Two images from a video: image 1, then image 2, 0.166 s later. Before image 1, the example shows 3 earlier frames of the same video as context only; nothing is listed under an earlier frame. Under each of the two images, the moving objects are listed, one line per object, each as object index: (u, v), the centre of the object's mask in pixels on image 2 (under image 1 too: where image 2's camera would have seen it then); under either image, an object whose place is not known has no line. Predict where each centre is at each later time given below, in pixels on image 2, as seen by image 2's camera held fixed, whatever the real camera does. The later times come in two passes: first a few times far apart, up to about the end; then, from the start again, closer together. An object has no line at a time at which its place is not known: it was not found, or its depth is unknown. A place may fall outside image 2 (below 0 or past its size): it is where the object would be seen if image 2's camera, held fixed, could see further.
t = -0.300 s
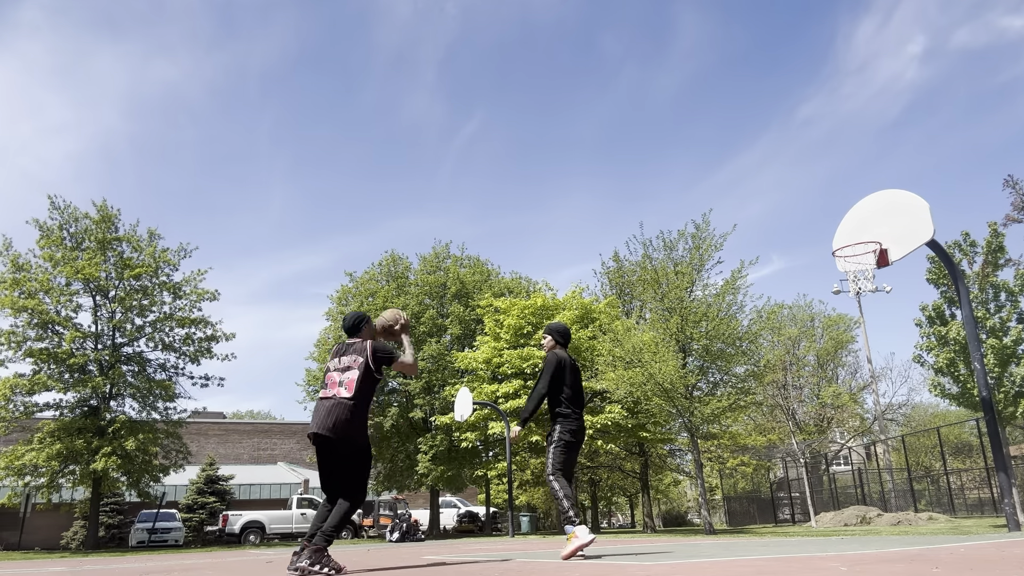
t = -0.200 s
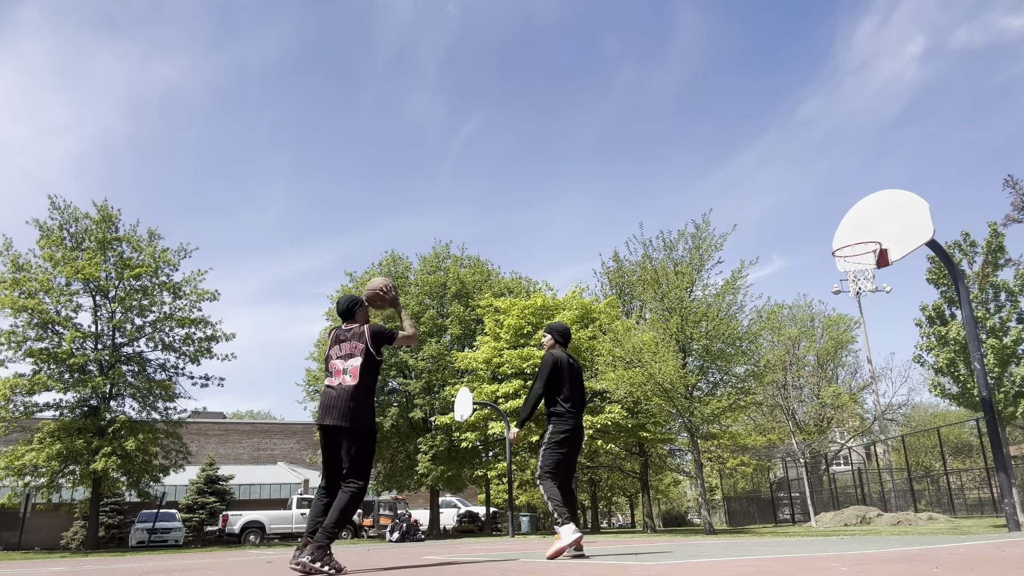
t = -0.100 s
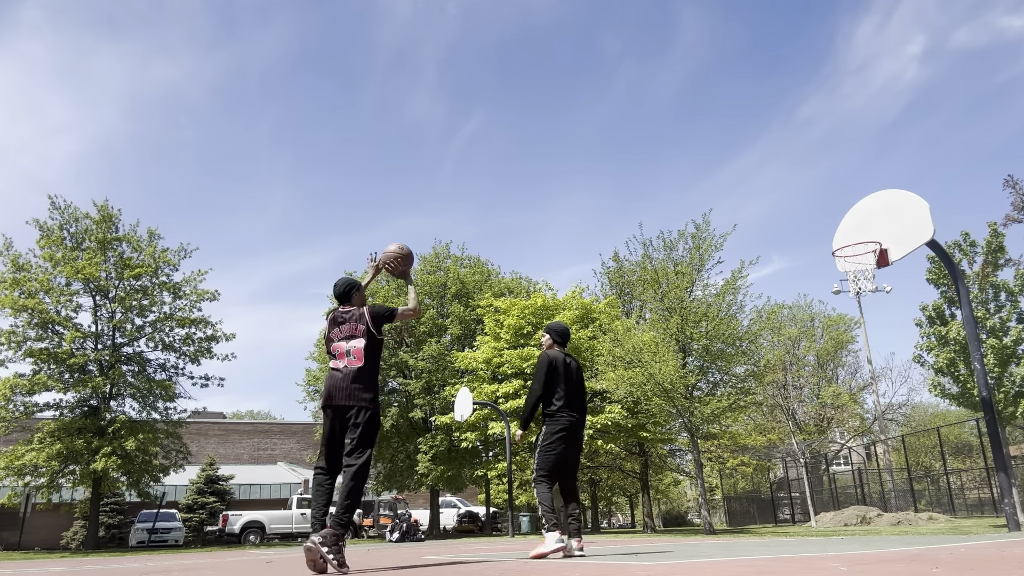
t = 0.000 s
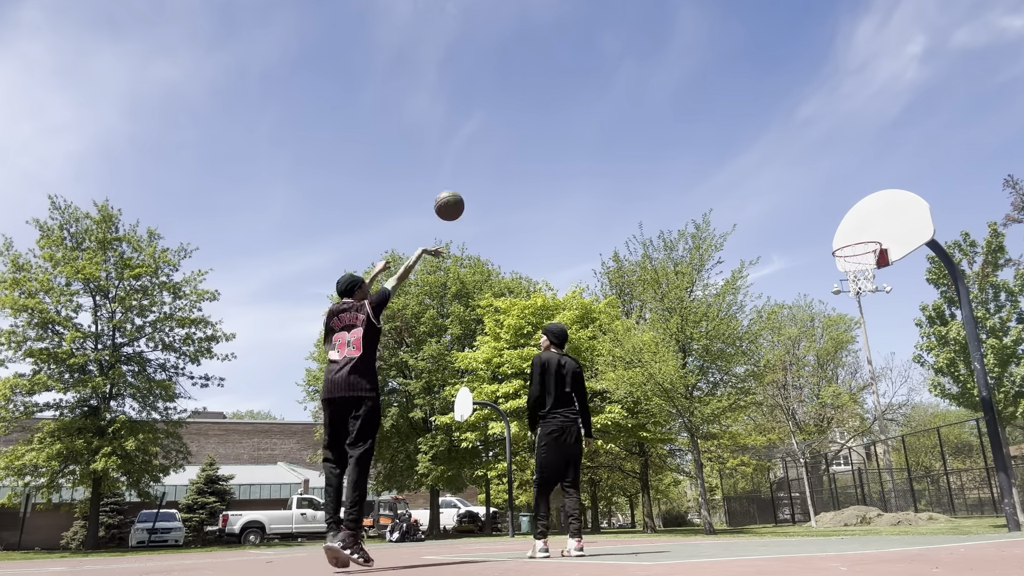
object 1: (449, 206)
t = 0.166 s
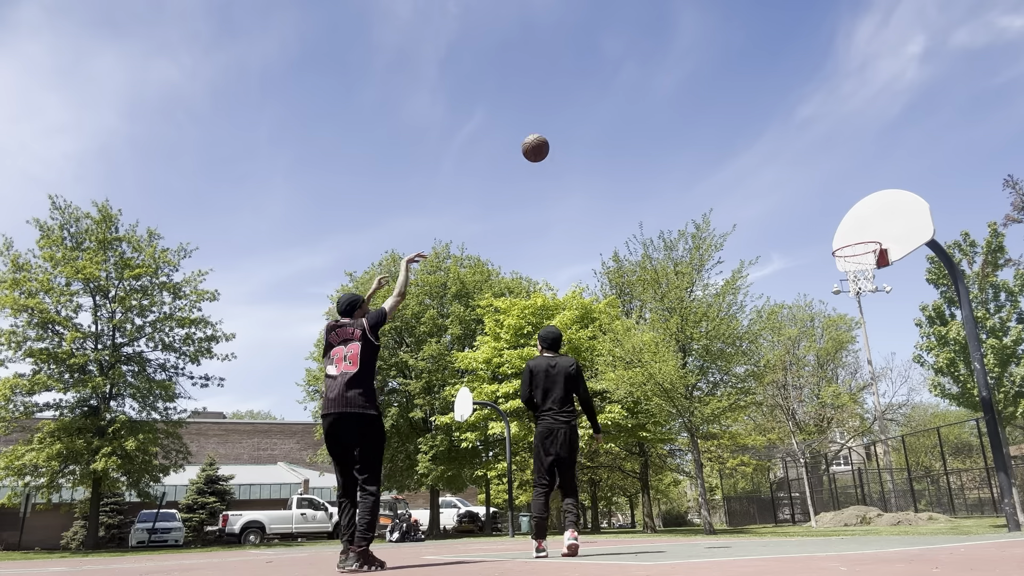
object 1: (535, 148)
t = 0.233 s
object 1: (566, 135)
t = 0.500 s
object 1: (675, 126)
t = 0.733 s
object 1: (761, 166)
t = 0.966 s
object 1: (844, 244)
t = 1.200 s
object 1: (888, 287)
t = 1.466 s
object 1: (929, 365)
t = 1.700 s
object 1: (978, 490)
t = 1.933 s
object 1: (966, 429)
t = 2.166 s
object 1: (945, 357)
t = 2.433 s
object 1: (934, 341)
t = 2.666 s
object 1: (935, 387)
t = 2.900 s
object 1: (948, 497)
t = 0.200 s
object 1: (551, 141)
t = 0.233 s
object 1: (566, 135)
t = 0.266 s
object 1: (581, 130)
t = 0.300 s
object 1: (595, 127)
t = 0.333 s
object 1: (609, 124)
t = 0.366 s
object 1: (623, 123)
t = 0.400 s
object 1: (636, 122)
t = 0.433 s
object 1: (649, 123)
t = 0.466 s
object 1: (662, 124)
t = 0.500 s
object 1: (675, 126)
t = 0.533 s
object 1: (687, 129)
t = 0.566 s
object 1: (700, 133)
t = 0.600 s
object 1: (712, 138)
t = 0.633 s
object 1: (724, 144)
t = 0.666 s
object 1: (736, 150)
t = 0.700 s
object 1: (748, 158)
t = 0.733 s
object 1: (761, 166)
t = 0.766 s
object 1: (773, 175)
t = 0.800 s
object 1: (785, 184)
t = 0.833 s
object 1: (797, 195)
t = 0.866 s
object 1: (809, 207)
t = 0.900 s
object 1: (821, 218)
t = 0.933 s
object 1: (832, 231)
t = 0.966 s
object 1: (844, 244)
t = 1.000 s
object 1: (856, 258)
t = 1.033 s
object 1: (866, 271)
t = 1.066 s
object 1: (872, 275)
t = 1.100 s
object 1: (876, 276)
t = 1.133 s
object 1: (879, 278)
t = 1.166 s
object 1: (883, 282)
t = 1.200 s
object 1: (888, 287)
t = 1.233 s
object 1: (891, 293)
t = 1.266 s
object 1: (896, 301)
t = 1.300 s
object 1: (901, 309)
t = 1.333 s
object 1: (906, 317)
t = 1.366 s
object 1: (912, 327)
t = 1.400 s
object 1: (917, 338)
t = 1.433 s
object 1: (922, 351)
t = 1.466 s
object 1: (929, 365)
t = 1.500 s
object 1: (935, 378)
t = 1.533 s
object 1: (942, 393)
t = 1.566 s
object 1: (949, 411)
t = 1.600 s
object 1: (955, 428)
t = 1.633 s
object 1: (962, 448)
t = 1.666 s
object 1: (969, 468)
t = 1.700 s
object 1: (978, 490)
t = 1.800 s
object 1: (983, 494)
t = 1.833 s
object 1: (978, 477)
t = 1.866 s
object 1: (974, 459)
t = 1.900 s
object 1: (970, 443)
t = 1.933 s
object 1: (966, 429)
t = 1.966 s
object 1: (963, 414)
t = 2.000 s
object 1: (959, 402)
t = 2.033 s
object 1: (956, 392)
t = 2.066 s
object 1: (952, 380)
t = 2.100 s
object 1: (950, 372)
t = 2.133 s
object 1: (948, 363)
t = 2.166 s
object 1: (945, 357)
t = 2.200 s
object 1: (943, 351)
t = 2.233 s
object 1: (941, 346)
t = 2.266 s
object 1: (940, 343)
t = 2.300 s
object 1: (938, 340)
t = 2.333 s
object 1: (936, 339)
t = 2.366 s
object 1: (935, 339)
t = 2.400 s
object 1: (935, 339)
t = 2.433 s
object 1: (934, 341)
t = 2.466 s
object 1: (934, 344)
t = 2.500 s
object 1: (933, 348)
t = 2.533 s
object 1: (933, 353)
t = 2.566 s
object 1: (933, 360)
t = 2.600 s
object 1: (933, 367)
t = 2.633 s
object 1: (934, 376)
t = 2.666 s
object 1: (935, 387)
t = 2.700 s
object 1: (937, 399)
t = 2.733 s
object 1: (937, 411)
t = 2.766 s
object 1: (939, 425)
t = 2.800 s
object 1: (940, 441)
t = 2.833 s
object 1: (942, 458)
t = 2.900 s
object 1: (948, 497)
